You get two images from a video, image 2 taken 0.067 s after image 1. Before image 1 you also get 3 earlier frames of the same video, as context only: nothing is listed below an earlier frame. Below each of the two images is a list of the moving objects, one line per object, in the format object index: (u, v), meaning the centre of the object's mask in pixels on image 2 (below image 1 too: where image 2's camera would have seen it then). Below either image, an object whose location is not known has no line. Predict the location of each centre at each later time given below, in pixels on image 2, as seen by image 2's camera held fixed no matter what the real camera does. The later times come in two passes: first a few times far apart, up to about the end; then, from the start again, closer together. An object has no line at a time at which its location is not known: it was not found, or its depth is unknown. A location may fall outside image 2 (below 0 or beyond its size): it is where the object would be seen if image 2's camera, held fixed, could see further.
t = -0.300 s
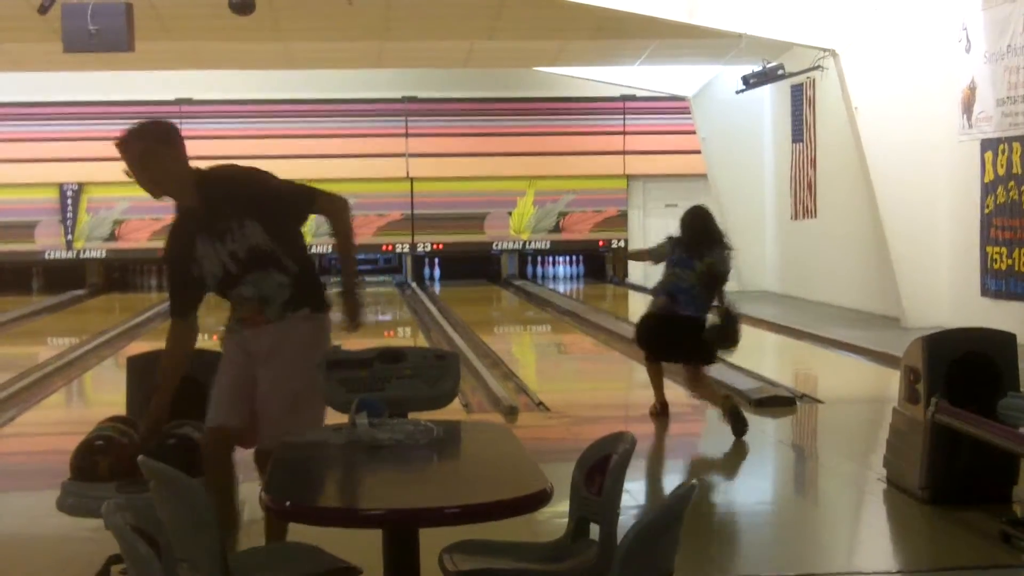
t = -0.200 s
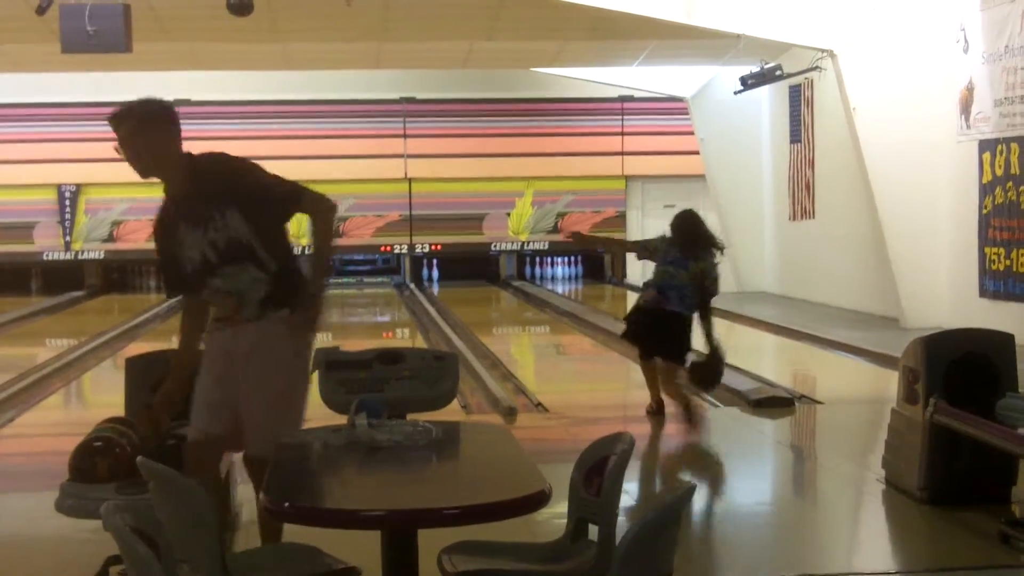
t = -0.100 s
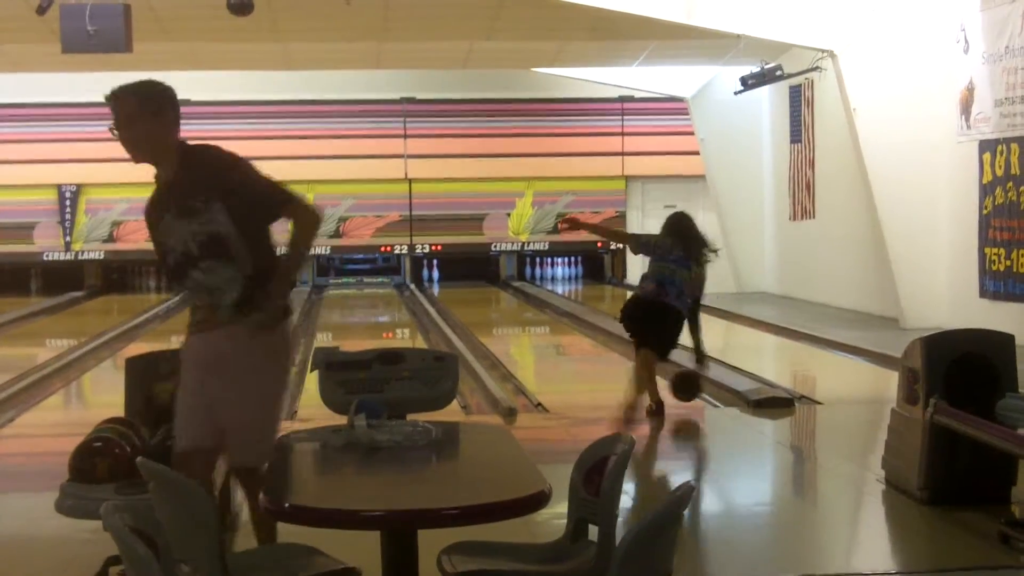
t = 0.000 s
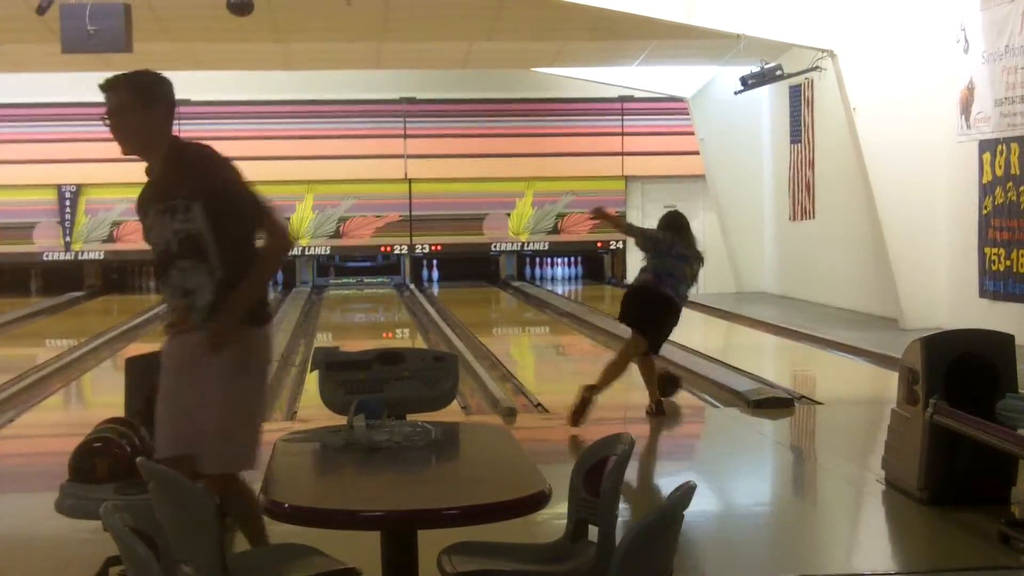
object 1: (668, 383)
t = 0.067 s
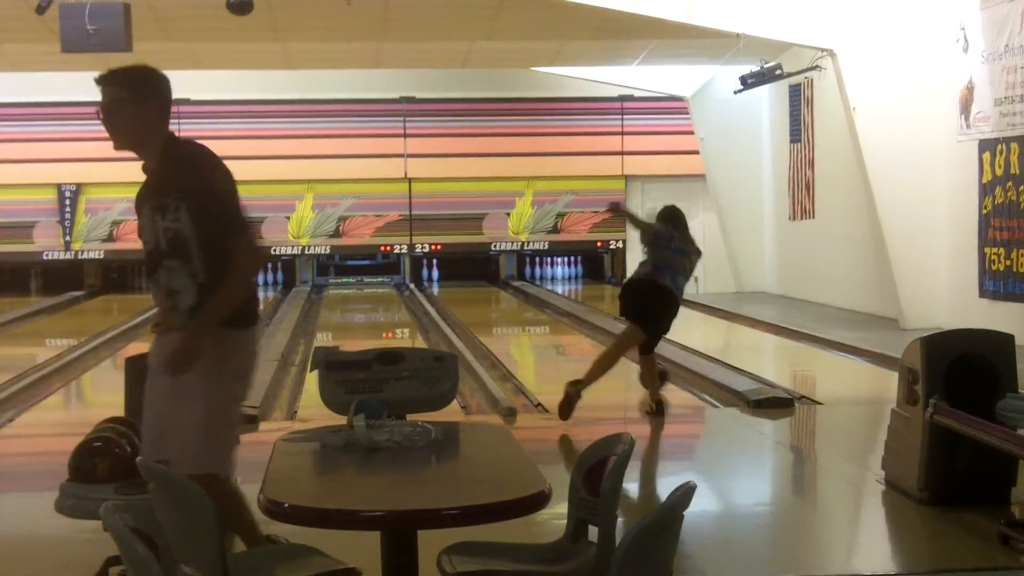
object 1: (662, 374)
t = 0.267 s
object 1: (629, 360)
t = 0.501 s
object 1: (592, 342)
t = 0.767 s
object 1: (563, 328)
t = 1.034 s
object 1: (541, 317)
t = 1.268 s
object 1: (524, 309)
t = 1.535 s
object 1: (505, 301)
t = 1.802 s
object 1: (490, 295)
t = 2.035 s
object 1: (477, 289)
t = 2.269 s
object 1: (466, 284)
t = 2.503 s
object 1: (454, 279)
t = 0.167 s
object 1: (633, 368)
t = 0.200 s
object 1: (630, 365)
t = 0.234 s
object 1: (628, 363)
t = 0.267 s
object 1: (629, 360)
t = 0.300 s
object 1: (616, 357)
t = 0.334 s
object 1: (605, 351)
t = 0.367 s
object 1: (604, 349)
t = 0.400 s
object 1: (602, 348)
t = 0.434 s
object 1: (599, 347)
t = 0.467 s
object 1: (596, 345)
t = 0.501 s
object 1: (592, 342)
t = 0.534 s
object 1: (587, 341)
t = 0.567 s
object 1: (584, 339)
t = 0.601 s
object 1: (580, 337)
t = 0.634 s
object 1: (577, 336)
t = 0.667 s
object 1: (574, 334)
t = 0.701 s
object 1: (570, 332)
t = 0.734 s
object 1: (567, 330)
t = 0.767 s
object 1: (563, 328)
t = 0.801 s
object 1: (560, 327)
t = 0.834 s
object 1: (558, 324)
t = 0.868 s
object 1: (555, 323)
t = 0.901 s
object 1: (552, 322)
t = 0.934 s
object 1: (549, 321)
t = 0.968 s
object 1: (546, 320)
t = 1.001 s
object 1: (543, 319)
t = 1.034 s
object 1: (541, 317)
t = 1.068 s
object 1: (538, 316)
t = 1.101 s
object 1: (537, 315)
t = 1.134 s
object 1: (533, 314)
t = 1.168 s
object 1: (531, 312)
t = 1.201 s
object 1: (528, 311)
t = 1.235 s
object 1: (525, 310)
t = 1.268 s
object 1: (524, 309)
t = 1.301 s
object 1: (520, 308)
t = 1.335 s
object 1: (518, 307)
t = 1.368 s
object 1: (516, 306)
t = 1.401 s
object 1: (514, 305)
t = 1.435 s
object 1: (512, 304)
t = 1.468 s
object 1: (509, 303)
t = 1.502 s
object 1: (507, 301)
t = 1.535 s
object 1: (505, 301)
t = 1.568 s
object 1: (503, 300)
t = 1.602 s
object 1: (500, 299)
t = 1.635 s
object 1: (499, 298)
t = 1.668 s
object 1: (497, 297)
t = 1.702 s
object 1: (495, 297)
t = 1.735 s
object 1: (493, 296)
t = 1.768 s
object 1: (491, 295)
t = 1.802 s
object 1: (490, 295)
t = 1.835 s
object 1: (488, 294)
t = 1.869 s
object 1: (486, 292)
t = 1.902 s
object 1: (484, 291)
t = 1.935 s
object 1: (482, 291)
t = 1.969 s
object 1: (481, 290)
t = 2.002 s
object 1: (479, 289)
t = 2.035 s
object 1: (477, 289)
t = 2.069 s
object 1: (475, 288)
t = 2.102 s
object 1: (473, 286)
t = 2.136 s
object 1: (472, 286)
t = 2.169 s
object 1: (469, 286)
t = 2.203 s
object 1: (468, 284)
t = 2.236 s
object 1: (466, 284)
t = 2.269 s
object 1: (466, 284)
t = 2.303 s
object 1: (463, 283)
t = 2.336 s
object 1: (461, 283)
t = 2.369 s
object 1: (460, 282)
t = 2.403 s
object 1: (459, 281)
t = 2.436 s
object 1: (457, 280)
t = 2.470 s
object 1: (454, 280)
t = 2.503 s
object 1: (454, 279)
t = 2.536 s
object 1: (452, 279)
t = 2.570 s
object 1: (450, 279)
